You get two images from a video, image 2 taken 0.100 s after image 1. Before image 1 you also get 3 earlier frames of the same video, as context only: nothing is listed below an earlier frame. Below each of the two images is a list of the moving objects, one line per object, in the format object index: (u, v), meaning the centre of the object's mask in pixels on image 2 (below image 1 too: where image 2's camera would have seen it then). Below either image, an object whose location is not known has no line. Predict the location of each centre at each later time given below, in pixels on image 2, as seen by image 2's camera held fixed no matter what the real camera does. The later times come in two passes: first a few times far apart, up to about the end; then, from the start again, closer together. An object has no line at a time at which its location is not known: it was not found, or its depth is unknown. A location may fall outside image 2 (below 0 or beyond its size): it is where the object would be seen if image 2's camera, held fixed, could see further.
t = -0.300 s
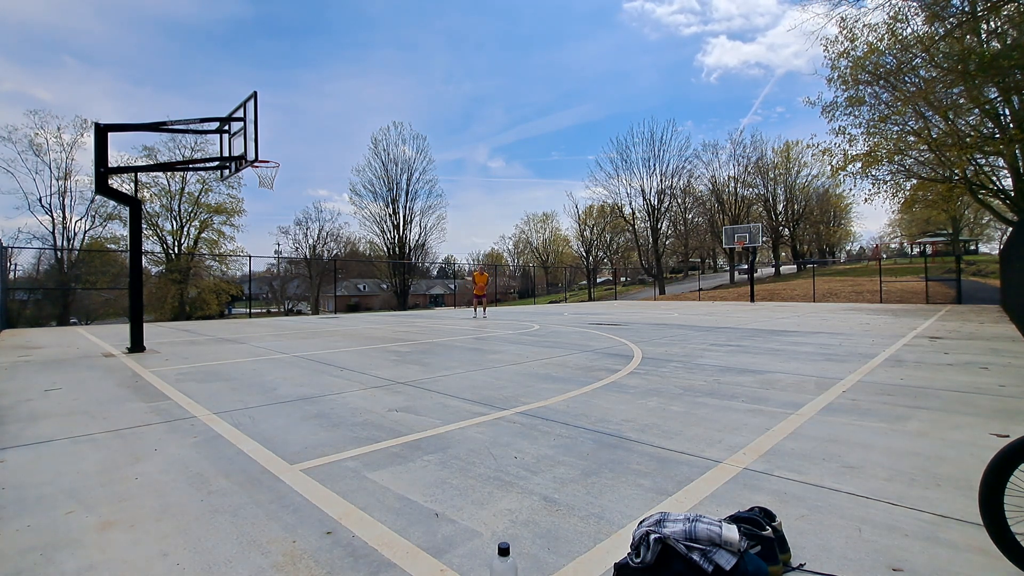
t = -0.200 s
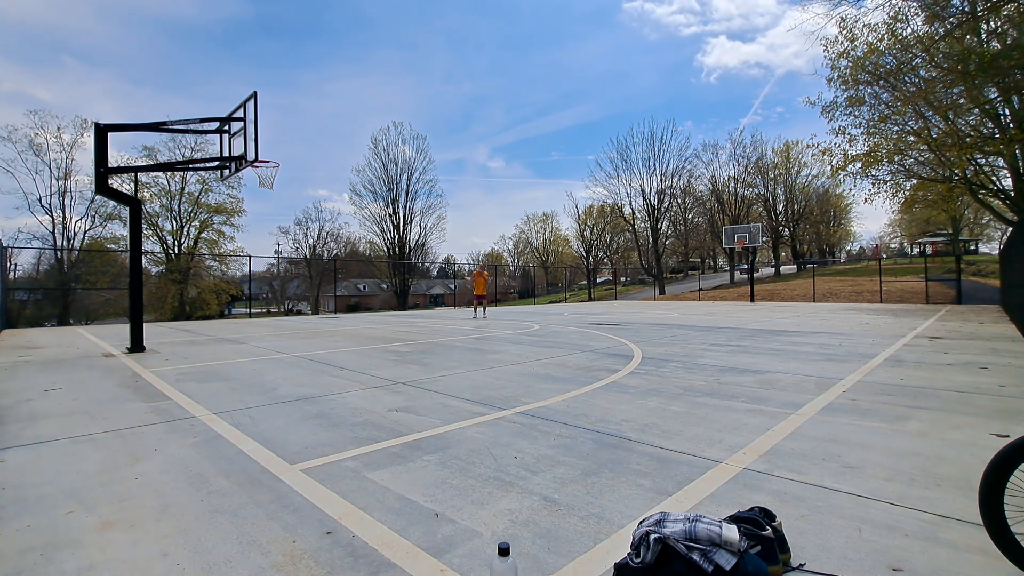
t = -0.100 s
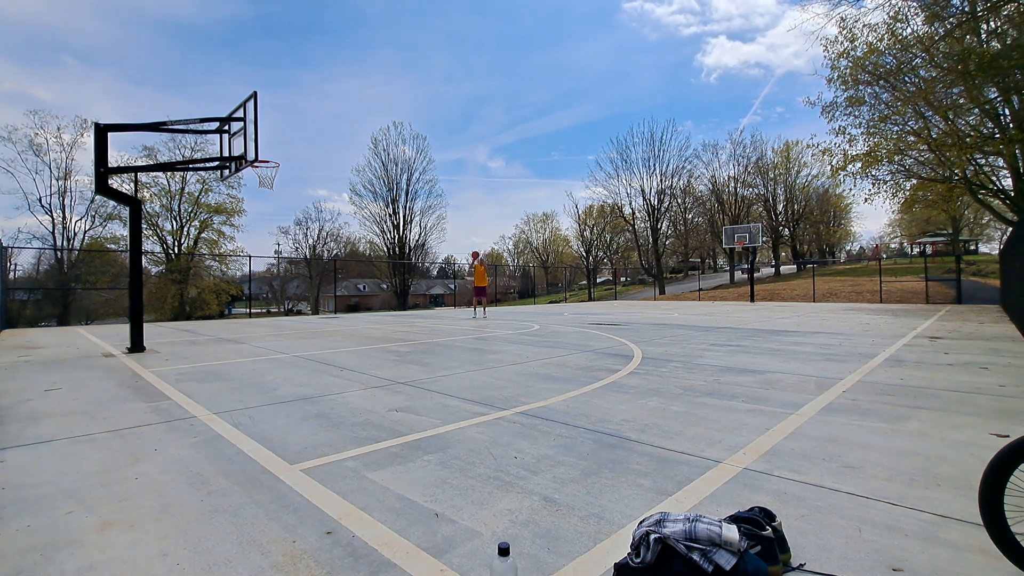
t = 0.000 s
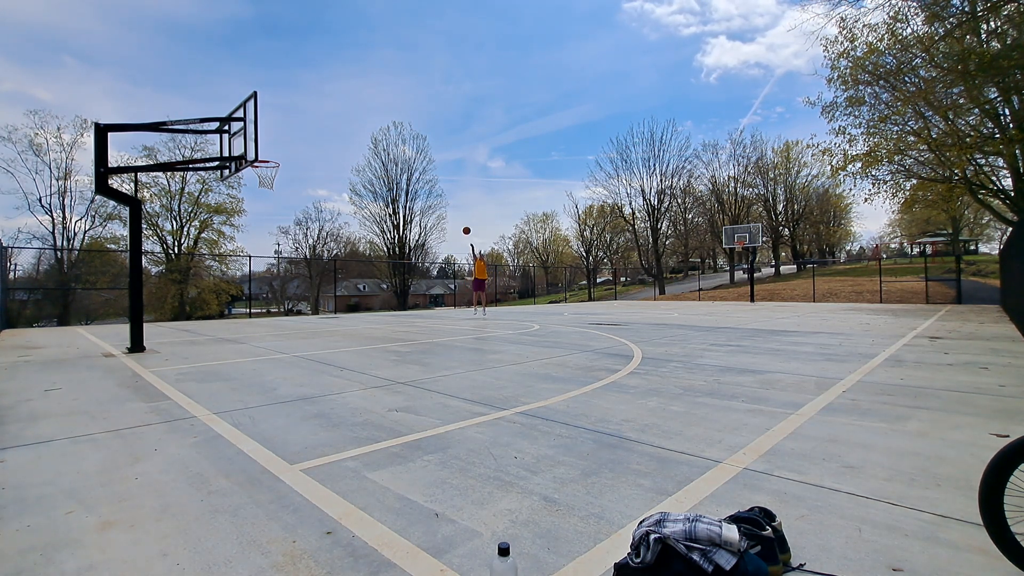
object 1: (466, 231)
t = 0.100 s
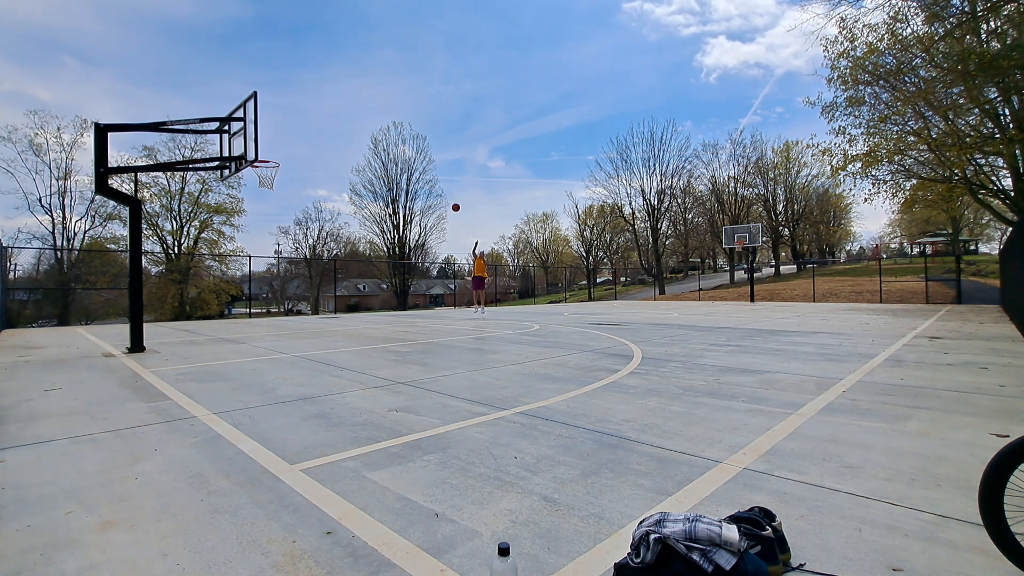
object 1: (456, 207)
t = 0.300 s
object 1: (432, 167)
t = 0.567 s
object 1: (396, 127)
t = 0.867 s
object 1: (344, 108)
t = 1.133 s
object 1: (286, 125)
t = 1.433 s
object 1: (270, 126)
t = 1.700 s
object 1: (301, 103)
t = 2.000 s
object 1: (342, 133)
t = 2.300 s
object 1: (392, 241)
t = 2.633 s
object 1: (461, 289)
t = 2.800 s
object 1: (501, 225)
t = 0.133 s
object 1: (452, 200)
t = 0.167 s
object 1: (448, 193)
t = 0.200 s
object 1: (444, 186)
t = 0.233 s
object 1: (440, 179)
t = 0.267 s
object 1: (436, 173)
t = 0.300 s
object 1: (432, 167)
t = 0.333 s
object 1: (428, 160)
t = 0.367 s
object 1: (424, 155)
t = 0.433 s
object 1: (415, 144)
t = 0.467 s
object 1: (410, 139)
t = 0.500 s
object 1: (405, 135)
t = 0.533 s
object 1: (401, 130)
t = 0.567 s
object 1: (396, 127)
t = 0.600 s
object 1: (391, 123)
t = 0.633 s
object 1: (385, 120)
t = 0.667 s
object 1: (380, 117)
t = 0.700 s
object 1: (375, 114)
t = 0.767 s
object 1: (363, 110)
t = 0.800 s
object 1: (357, 109)
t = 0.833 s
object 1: (351, 108)
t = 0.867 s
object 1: (344, 108)
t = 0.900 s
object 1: (338, 108)
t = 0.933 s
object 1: (331, 109)
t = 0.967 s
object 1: (324, 110)
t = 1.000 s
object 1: (317, 112)
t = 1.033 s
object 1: (310, 114)
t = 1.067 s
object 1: (302, 117)
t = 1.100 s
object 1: (294, 121)
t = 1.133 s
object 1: (286, 125)
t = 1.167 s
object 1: (277, 130)
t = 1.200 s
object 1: (268, 136)
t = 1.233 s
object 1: (259, 143)
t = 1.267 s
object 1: (248, 150)
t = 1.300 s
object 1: (256, 152)
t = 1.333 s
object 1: (261, 145)
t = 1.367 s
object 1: (264, 138)
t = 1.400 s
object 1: (267, 132)
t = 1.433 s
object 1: (270, 126)
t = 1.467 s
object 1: (274, 121)
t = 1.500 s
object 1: (277, 116)
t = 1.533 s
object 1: (281, 113)
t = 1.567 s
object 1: (285, 109)
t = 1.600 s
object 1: (289, 107)
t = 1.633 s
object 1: (293, 105)
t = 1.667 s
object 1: (297, 104)
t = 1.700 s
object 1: (301, 103)
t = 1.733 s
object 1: (305, 103)
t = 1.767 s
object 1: (309, 104)
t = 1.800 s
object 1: (314, 106)
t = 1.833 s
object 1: (318, 108)
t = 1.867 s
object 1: (323, 111)
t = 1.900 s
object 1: (328, 116)
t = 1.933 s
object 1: (332, 121)
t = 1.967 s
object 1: (337, 126)
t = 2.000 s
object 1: (342, 133)
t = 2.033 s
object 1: (347, 141)
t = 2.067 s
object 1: (352, 149)
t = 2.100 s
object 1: (358, 159)
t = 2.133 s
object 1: (363, 170)
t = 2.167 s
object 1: (369, 182)
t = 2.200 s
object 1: (374, 195)
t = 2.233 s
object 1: (380, 209)
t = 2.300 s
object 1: (392, 241)
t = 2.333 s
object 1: (398, 260)
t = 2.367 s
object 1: (404, 279)
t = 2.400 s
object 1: (411, 300)
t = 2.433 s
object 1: (417, 322)
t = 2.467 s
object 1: (424, 346)
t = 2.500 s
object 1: (431, 355)
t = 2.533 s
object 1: (438, 337)
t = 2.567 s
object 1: (446, 320)
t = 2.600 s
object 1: (453, 304)
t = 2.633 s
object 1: (461, 289)
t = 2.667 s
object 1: (469, 275)
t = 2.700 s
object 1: (477, 261)
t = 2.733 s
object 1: (485, 248)
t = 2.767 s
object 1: (493, 236)
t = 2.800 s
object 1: (501, 225)
